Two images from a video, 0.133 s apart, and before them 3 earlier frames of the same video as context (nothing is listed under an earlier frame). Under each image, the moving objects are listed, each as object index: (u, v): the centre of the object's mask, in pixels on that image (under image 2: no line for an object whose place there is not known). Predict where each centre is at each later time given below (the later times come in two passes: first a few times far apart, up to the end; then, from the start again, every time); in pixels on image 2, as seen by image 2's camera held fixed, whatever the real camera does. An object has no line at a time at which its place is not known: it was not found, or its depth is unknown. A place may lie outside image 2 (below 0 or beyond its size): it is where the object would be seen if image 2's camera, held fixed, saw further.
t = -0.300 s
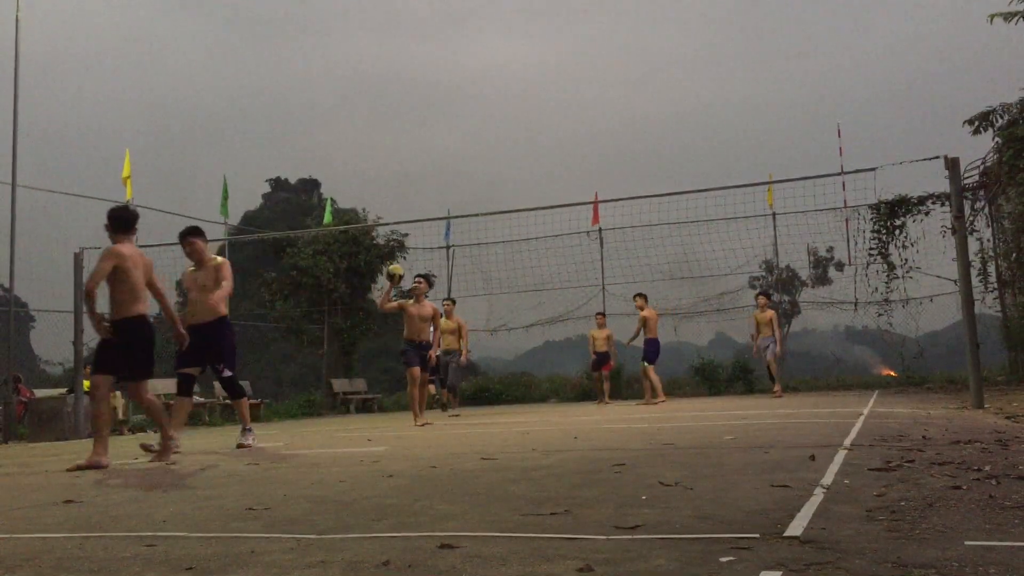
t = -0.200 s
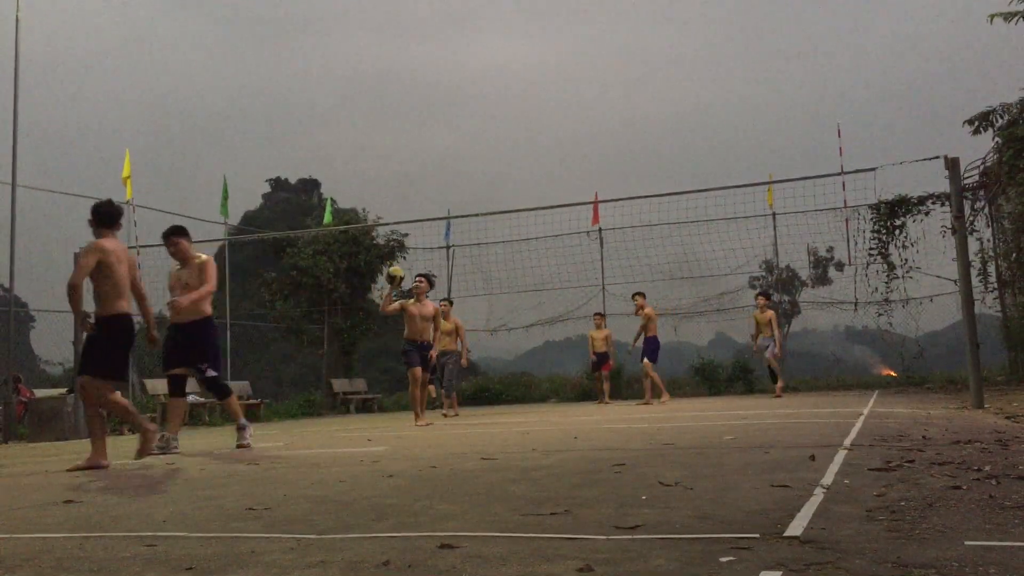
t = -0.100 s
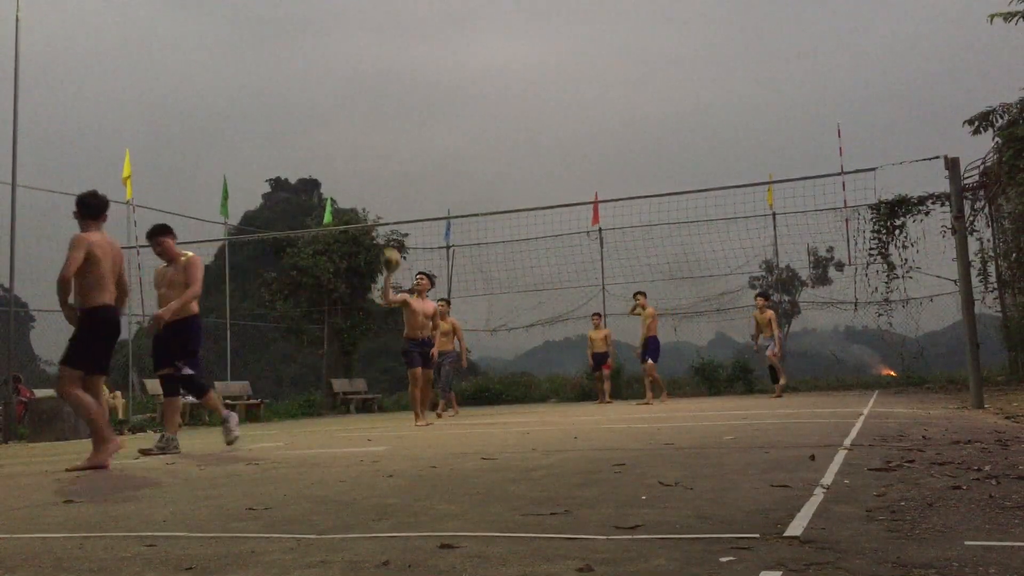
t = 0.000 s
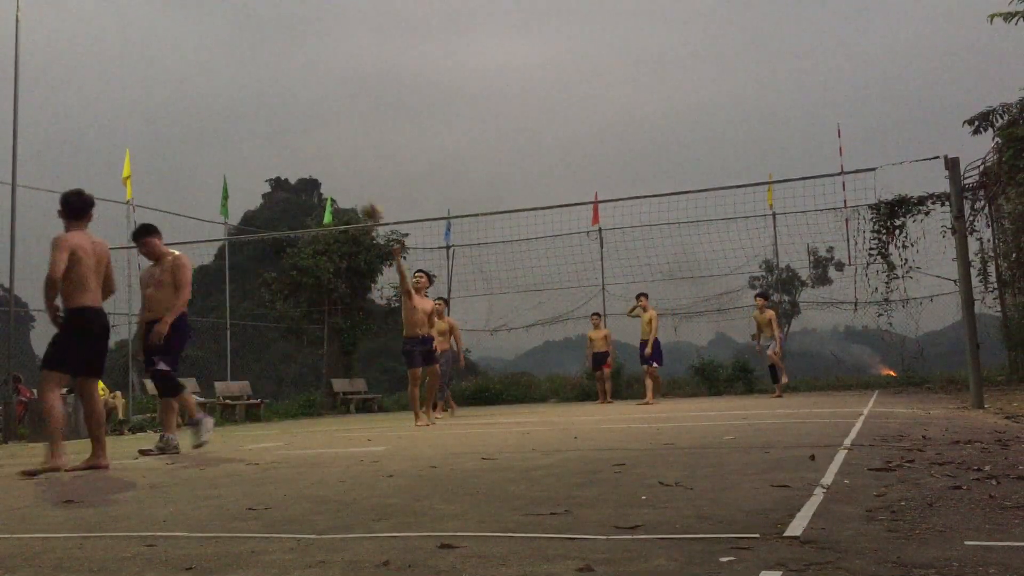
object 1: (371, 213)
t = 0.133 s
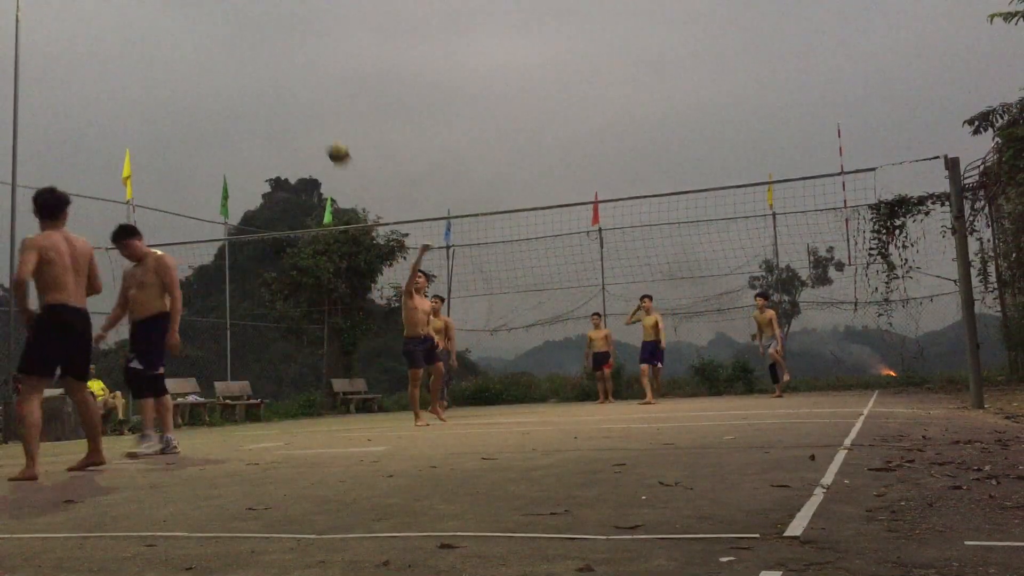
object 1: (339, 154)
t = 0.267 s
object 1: (302, 104)
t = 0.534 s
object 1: (209, 39)
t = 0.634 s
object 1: (167, 32)
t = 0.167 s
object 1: (330, 140)
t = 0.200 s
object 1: (320, 128)
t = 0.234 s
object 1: (312, 115)
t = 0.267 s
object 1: (302, 104)
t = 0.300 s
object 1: (292, 92)
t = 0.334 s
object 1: (281, 82)
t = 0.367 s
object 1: (270, 73)
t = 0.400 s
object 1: (259, 64)
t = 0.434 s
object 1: (247, 56)
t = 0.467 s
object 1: (235, 50)
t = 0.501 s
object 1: (223, 44)
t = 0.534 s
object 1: (209, 39)
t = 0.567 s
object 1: (196, 35)
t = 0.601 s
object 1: (182, 32)
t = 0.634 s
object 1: (167, 32)
